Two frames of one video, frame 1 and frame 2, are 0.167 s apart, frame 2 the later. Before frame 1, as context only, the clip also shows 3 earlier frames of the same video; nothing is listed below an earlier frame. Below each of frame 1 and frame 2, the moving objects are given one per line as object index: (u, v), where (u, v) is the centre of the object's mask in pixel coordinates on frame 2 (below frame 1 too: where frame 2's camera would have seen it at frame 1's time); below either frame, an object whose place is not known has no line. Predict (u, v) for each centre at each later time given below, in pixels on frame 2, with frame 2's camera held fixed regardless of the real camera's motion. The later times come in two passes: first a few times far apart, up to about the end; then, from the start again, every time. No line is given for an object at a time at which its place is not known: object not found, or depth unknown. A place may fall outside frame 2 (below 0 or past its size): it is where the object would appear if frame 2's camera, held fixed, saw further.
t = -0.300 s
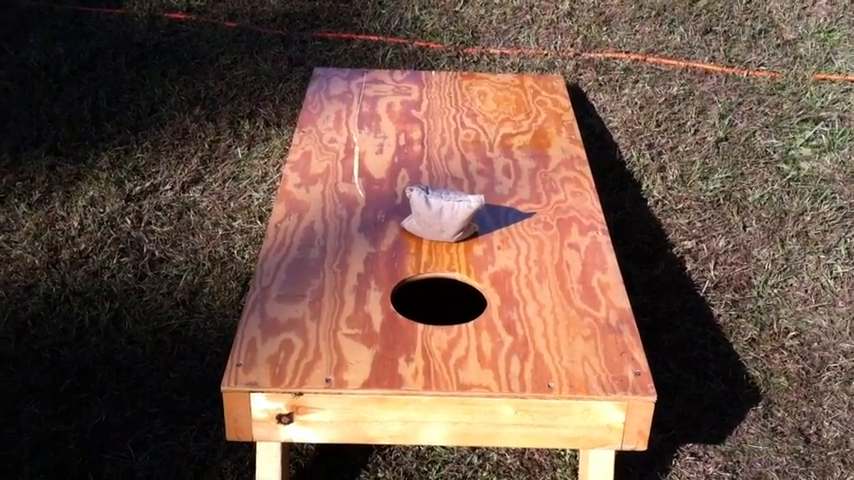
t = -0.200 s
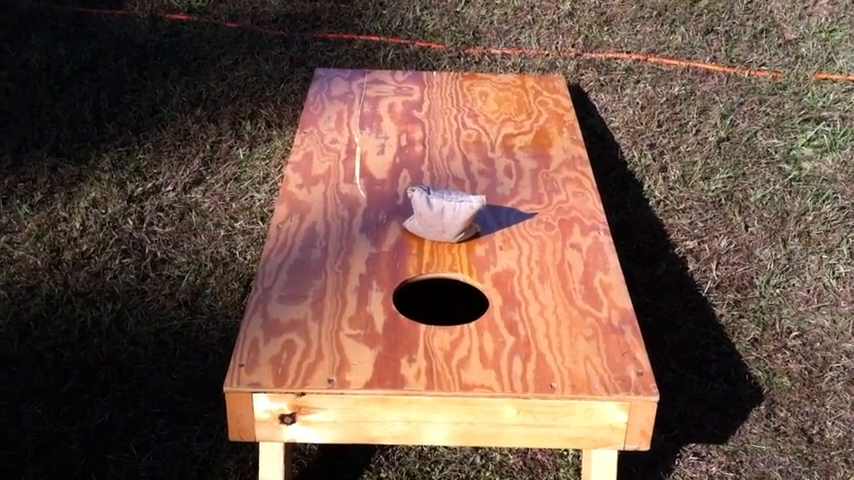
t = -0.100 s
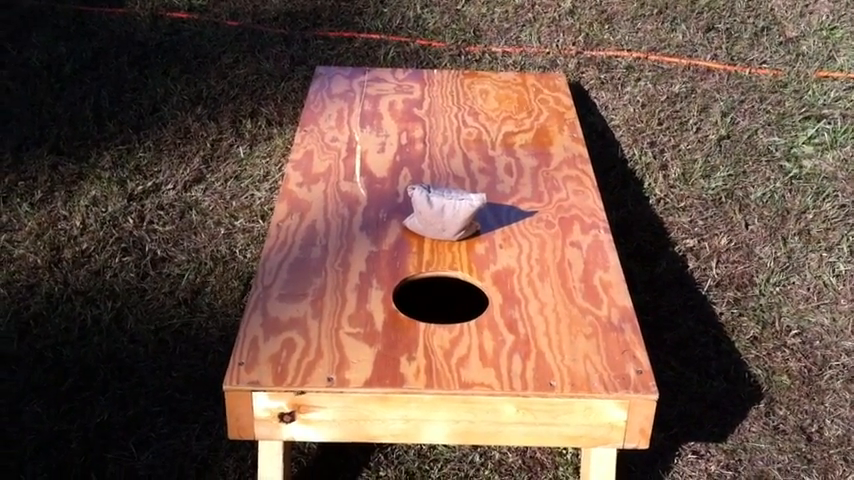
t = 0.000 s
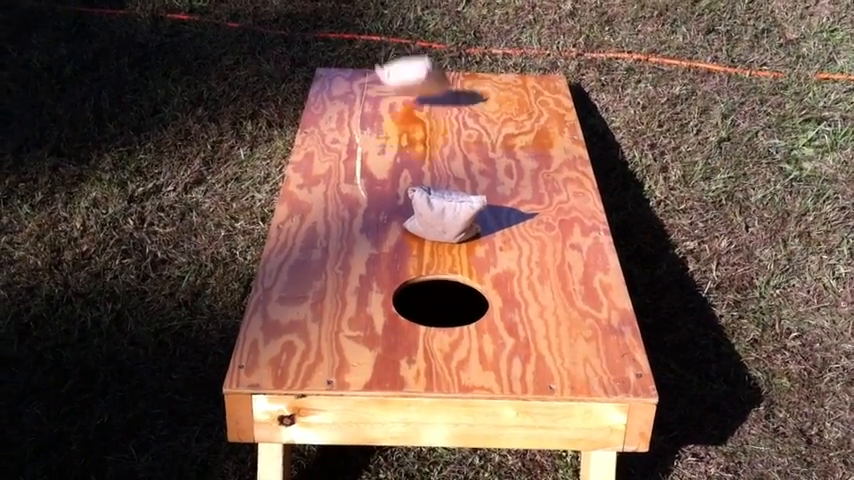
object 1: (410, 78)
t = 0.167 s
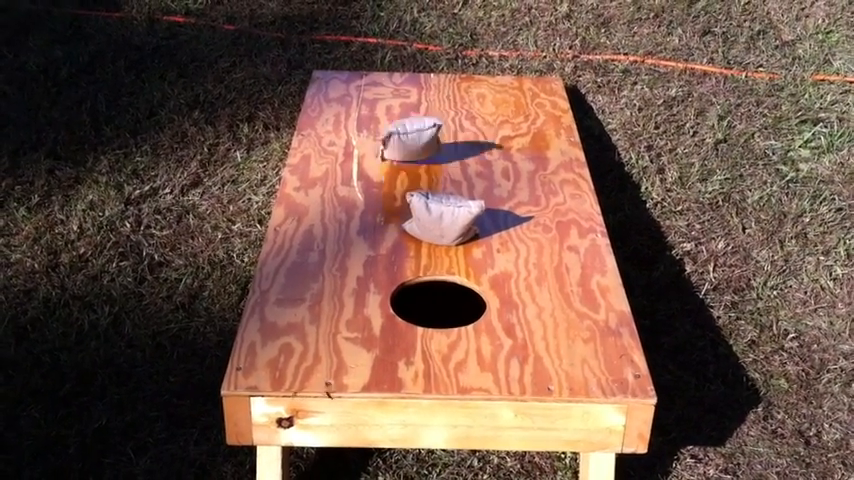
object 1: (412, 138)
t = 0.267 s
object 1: (410, 177)
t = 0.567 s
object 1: (408, 183)
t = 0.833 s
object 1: (408, 183)
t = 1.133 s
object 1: (408, 184)
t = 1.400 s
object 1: (409, 184)
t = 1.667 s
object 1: (409, 183)
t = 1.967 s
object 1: (409, 183)
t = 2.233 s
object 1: (409, 183)
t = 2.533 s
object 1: (409, 183)
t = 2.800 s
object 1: (409, 183)
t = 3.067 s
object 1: (409, 183)
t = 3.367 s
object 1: (409, 184)
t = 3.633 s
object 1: (410, 184)
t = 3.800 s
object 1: (409, 184)
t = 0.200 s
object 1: (411, 160)
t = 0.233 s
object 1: (412, 176)
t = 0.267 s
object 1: (410, 177)
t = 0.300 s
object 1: (410, 180)
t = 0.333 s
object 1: (410, 182)
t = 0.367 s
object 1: (409, 182)
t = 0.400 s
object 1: (409, 182)
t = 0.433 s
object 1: (409, 183)
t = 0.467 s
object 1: (408, 183)
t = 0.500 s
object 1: (408, 184)
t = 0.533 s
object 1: (408, 184)
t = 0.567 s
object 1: (408, 183)
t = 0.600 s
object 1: (408, 183)
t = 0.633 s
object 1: (408, 183)
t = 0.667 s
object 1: (408, 184)
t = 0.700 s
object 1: (408, 184)
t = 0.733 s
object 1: (408, 184)
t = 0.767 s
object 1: (409, 183)
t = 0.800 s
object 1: (409, 184)
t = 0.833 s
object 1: (408, 183)
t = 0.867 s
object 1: (408, 183)
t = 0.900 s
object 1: (409, 184)
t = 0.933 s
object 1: (408, 184)
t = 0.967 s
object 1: (408, 184)
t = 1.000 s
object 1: (408, 183)
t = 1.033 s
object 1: (408, 184)
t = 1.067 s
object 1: (408, 184)
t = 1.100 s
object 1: (409, 183)
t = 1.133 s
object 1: (408, 184)
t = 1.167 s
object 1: (408, 184)
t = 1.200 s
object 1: (409, 184)
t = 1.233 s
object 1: (409, 184)
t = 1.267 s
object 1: (408, 184)
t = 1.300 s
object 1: (408, 184)
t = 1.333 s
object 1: (409, 184)
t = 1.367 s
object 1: (408, 184)
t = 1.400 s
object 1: (409, 184)
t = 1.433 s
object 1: (409, 184)
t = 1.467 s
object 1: (408, 184)
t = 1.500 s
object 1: (408, 184)
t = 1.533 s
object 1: (409, 183)
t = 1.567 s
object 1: (408, 184)
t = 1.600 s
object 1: (408, 183)
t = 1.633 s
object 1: (408, 184)
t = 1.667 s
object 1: (409, 183)
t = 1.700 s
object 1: (409, 184)
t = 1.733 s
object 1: (408, 183)
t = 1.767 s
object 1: (409, 183)
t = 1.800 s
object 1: (409, 183)
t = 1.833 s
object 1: (408, 183)
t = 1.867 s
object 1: (408, 183)
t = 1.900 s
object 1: (408, 184)
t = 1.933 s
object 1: (408, 183)
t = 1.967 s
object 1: (409, 183)
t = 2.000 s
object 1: (409, 183)
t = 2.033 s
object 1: (408, 183)
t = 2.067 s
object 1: (409, 183)
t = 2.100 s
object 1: (409, 183)
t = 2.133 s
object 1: (409, 183)
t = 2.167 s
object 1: (408, 183)
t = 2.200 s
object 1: (409, 183)
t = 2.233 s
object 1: (409, 183)
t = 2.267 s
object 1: (409, 183)
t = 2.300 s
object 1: (409, 183)
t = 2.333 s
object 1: (409, 183)
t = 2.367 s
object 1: (409, 183)
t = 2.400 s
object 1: (409, 183)
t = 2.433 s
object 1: (409, 183)
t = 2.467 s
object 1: (409, 183)
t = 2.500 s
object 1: (409, 183)
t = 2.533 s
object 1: (409, 183)
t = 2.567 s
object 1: (409, 183)
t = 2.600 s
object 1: (409, 183)
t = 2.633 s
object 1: (409, 183)
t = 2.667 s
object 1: (409, 183)
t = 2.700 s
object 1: (409, 183)
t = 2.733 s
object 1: (409, 184)
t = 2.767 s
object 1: (409, 183)
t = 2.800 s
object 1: (409, 183)
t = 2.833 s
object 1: (410, 183)
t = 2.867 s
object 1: (409, 184)
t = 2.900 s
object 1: (409, 183)
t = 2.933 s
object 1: (409, 183)
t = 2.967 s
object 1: (409, 183)
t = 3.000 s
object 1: (409, 183)
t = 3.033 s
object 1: (409, 183)
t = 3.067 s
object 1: (409, 183)
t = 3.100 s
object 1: (409, 183)
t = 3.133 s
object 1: (409, 183)
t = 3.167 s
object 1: (409, 184)
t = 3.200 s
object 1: (410, 183)
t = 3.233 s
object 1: (410, 183)
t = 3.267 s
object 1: (409, 183)
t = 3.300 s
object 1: (409, 183)
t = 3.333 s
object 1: (409, 183)
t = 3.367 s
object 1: (409, 184)
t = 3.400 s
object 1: (409, 183)
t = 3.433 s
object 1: (409, 184)
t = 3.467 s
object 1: (409, 183)
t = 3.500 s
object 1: (409, 184)
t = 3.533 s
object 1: (409, 184)
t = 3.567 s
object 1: (409, 183)
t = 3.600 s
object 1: (409, 183)
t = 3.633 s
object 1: (410, 184)
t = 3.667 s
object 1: (410, 183)
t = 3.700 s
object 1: (409, 184)
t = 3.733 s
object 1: (409, 183)
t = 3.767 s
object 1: (409, 183)
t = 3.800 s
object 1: (409, 184)
